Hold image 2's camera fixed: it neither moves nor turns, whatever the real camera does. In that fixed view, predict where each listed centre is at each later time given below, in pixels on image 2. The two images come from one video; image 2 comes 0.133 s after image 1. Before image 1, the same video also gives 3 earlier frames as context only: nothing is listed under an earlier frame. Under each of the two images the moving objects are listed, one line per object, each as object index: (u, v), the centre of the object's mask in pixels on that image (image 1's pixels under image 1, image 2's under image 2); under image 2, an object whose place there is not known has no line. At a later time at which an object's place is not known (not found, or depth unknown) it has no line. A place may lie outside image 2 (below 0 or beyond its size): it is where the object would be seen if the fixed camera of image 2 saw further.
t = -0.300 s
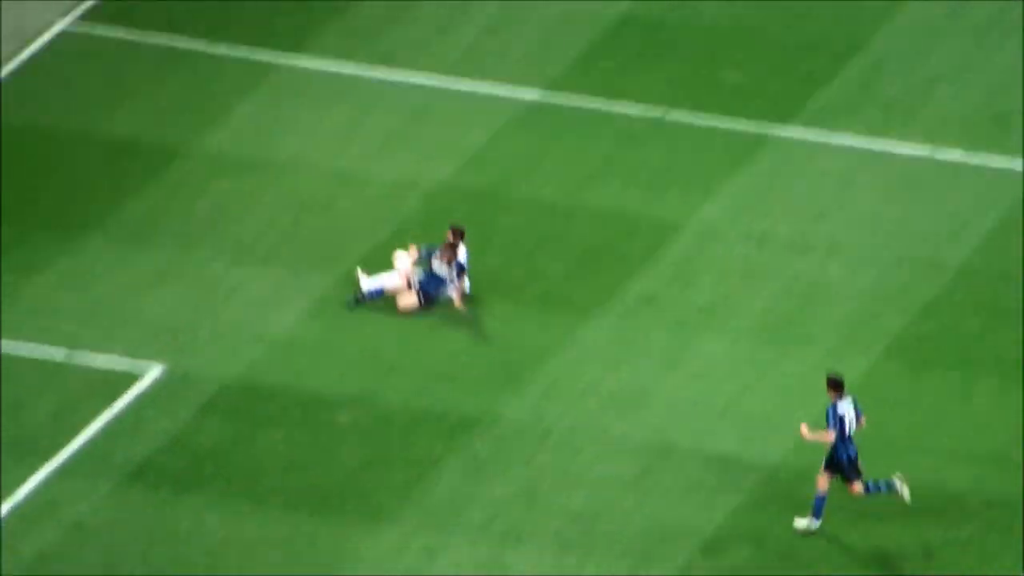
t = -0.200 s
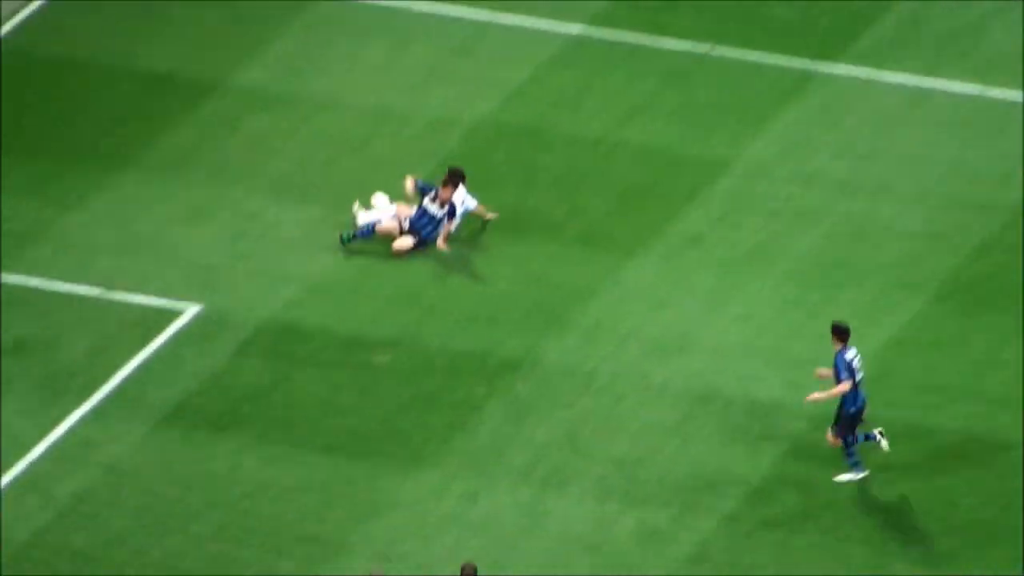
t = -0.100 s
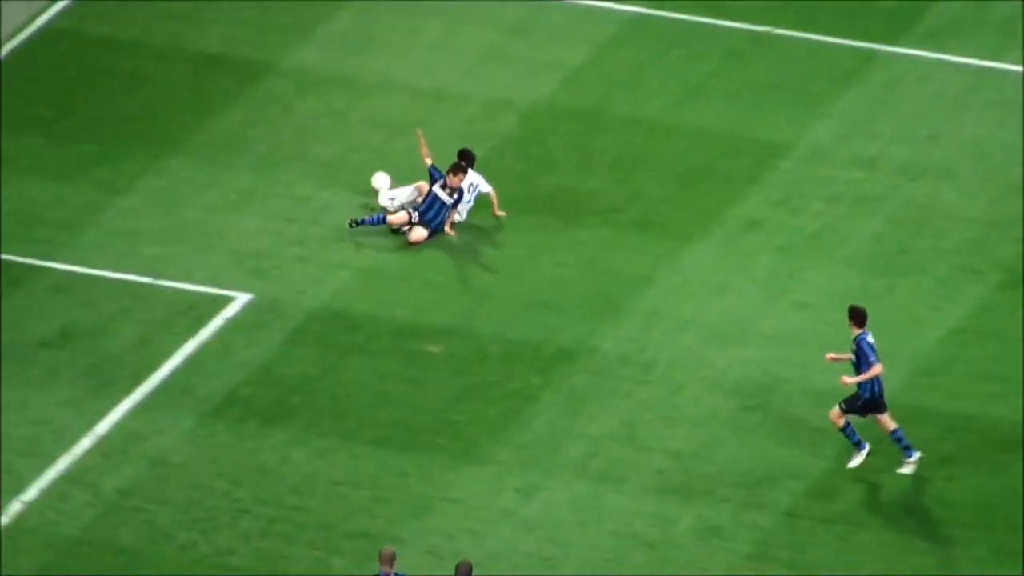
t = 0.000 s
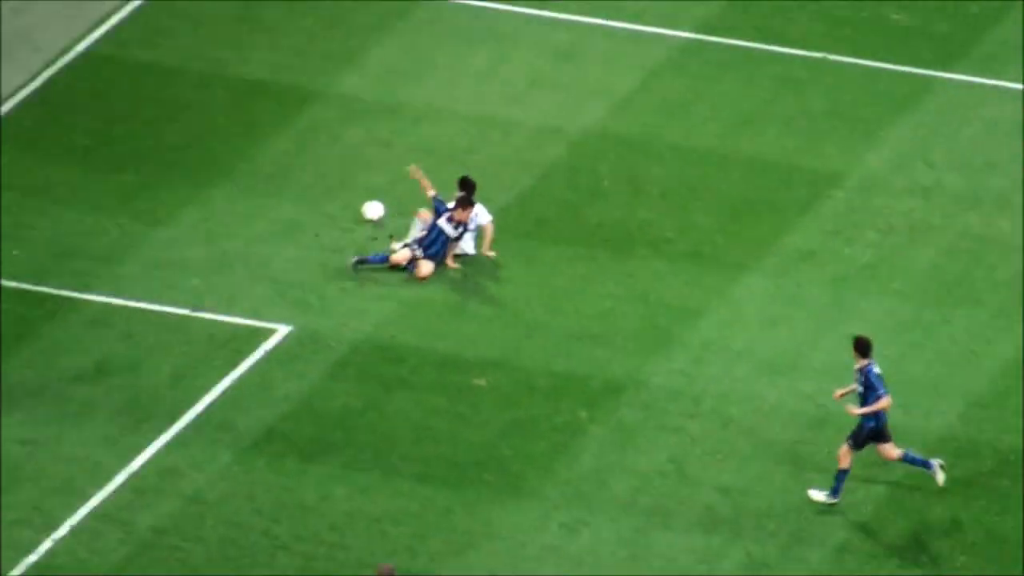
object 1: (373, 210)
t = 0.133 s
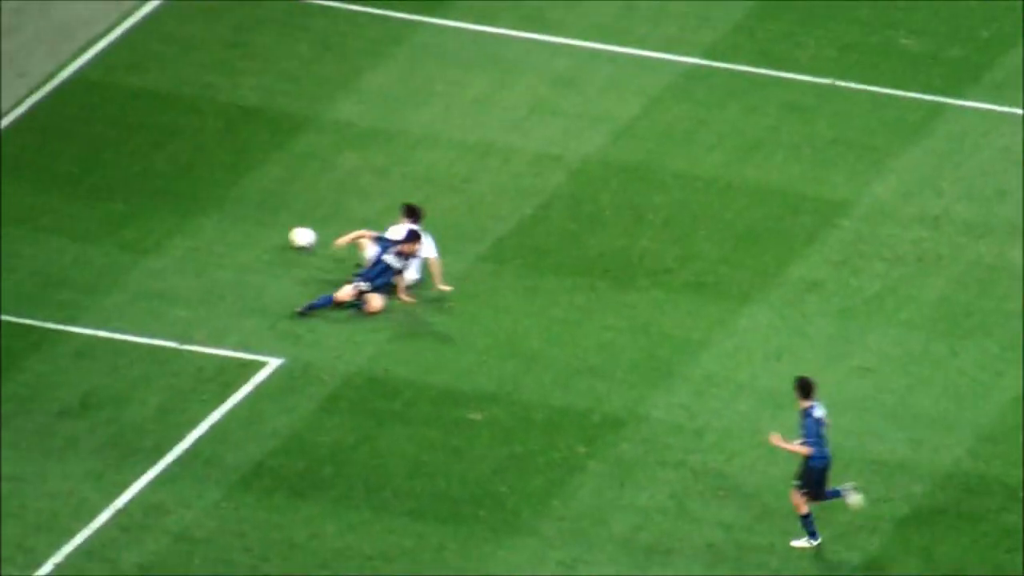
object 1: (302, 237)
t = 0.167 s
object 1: (286, 237)
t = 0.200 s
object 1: (270, 235)
